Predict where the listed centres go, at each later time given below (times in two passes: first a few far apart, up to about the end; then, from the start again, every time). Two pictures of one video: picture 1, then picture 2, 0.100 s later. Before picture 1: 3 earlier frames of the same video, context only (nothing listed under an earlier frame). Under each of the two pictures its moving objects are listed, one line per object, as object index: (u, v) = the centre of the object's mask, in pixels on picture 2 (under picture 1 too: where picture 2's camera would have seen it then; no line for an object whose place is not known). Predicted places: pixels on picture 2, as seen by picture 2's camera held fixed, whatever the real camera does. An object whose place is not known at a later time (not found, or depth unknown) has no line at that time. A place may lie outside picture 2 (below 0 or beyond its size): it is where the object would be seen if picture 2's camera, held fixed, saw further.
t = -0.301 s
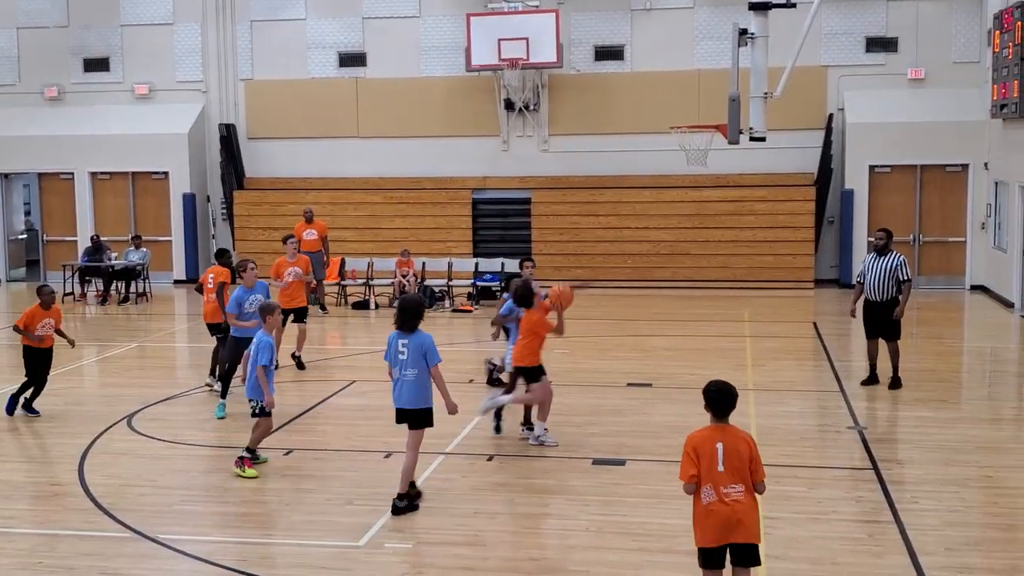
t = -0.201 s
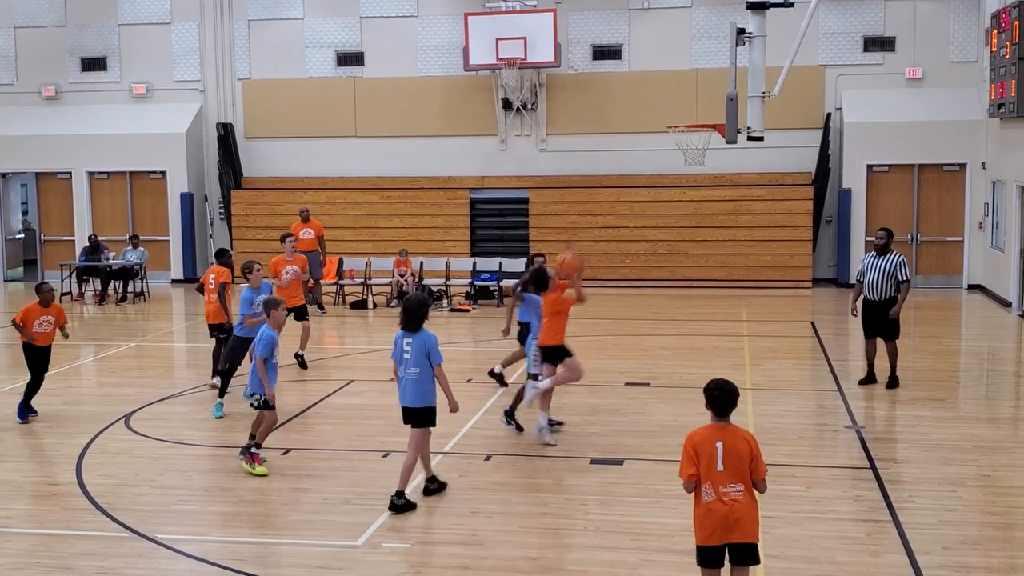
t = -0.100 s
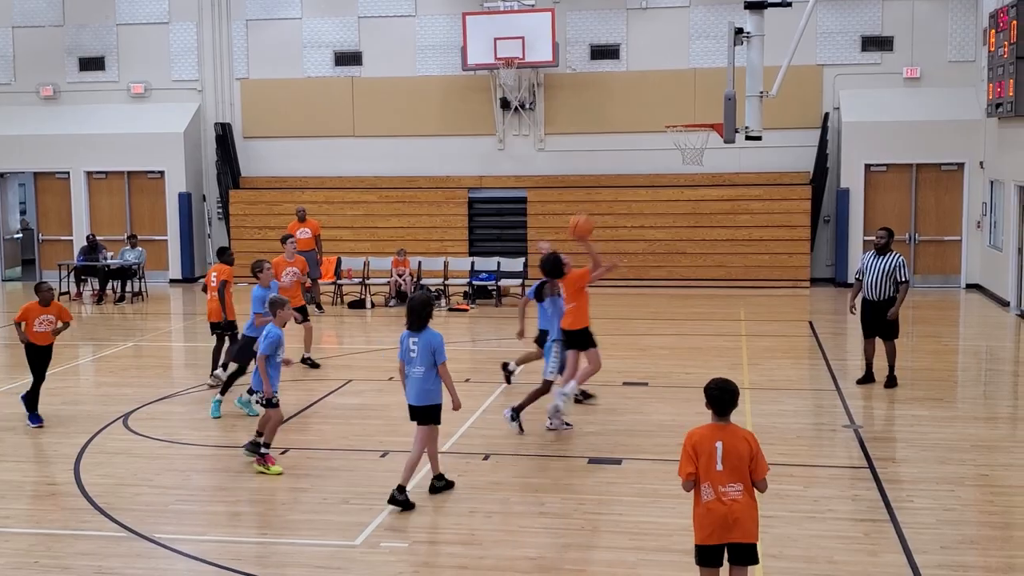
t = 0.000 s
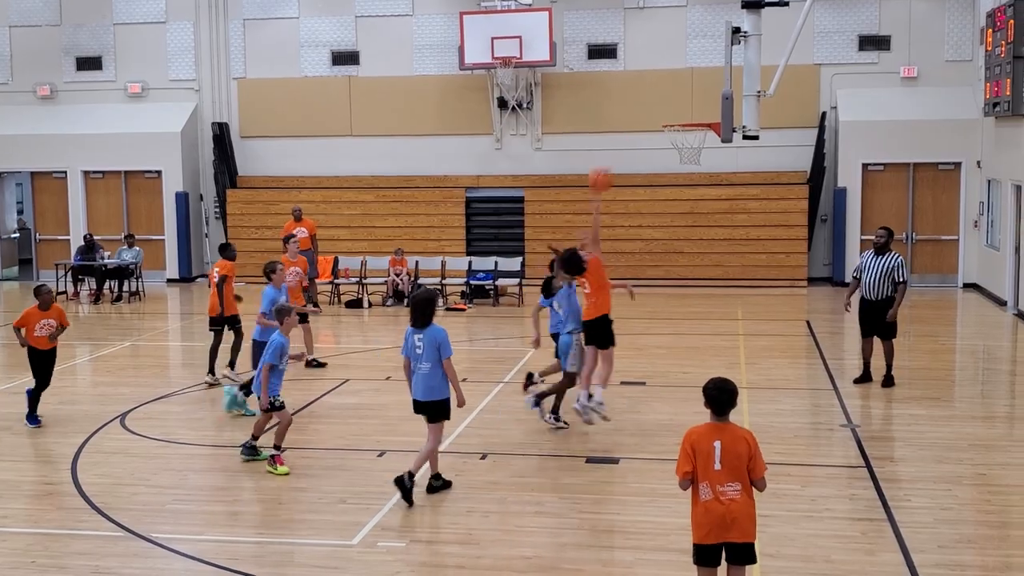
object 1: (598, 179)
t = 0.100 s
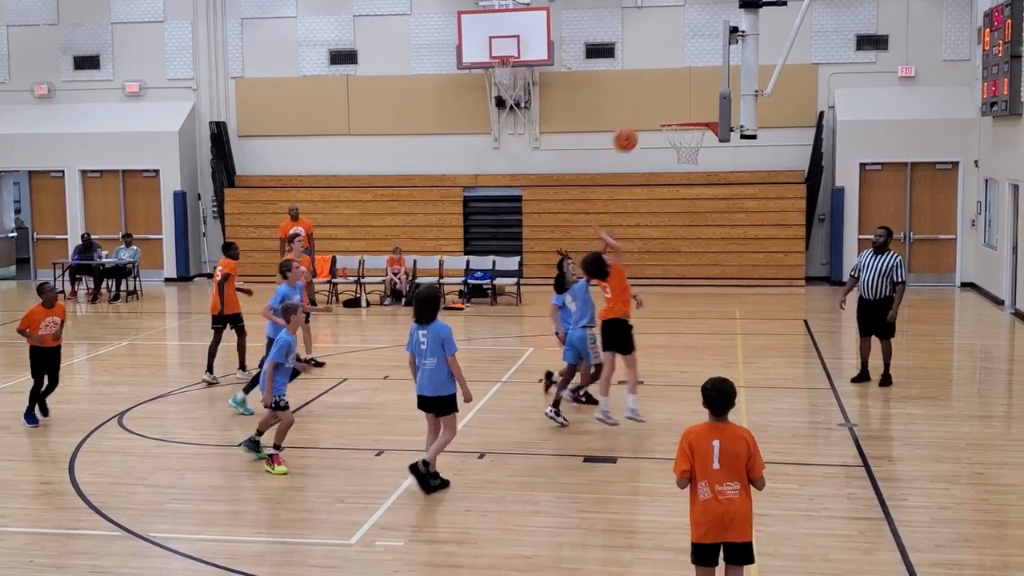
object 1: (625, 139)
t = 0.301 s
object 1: (678, 93)
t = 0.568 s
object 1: (687, 98)
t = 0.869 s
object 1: (651, 107)
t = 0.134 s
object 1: (635, 128)
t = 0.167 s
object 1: (643, 118)
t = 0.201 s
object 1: (652, 111)
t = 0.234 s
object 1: (661, 104)
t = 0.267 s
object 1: (669, 98)
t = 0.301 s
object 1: (678, 93)
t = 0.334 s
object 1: (686, 90)
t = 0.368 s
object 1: (695, 87)
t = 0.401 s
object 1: (703, 86)
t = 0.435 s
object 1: (710, 85)
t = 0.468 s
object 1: (706, 87)
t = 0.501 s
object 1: (700, 89)
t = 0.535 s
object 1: (694, 93)
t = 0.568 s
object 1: (687, 98)
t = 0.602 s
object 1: (682, 104)
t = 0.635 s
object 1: (675, 110)
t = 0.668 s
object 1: (671, 112)
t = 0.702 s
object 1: (667, 109)
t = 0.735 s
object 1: (664, 106)
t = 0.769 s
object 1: (661, 104)
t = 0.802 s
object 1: (658, 104)
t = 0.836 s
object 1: (654, 105)
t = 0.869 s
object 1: (651, 107)
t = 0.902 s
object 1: (648, 109)
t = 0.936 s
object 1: (645, 113)
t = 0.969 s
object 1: (641, 118)
